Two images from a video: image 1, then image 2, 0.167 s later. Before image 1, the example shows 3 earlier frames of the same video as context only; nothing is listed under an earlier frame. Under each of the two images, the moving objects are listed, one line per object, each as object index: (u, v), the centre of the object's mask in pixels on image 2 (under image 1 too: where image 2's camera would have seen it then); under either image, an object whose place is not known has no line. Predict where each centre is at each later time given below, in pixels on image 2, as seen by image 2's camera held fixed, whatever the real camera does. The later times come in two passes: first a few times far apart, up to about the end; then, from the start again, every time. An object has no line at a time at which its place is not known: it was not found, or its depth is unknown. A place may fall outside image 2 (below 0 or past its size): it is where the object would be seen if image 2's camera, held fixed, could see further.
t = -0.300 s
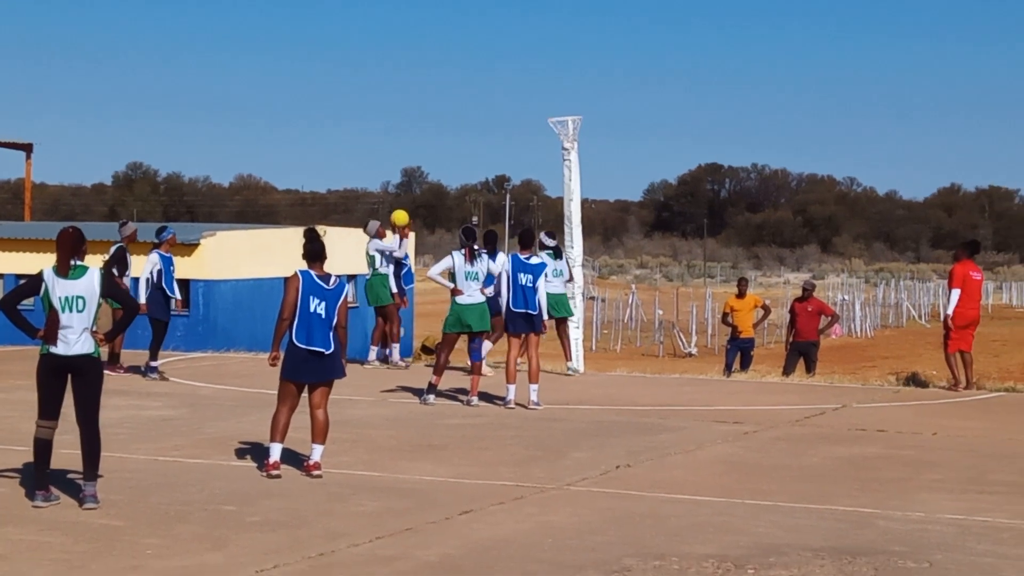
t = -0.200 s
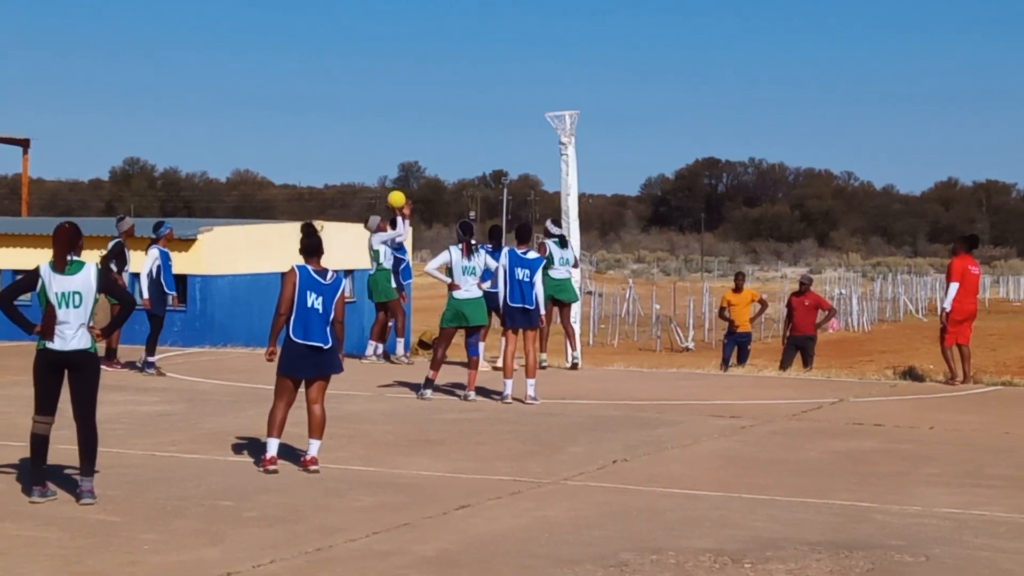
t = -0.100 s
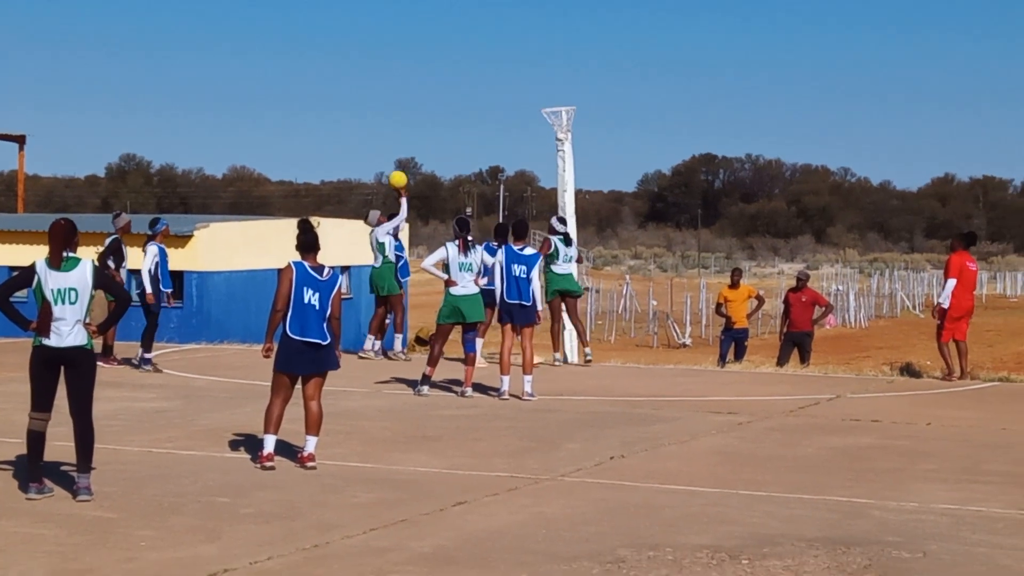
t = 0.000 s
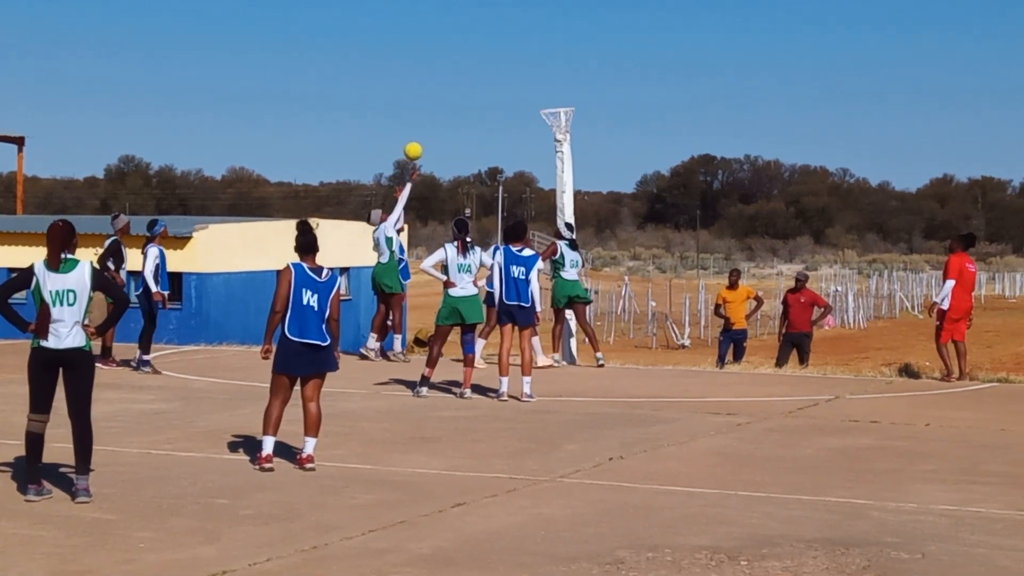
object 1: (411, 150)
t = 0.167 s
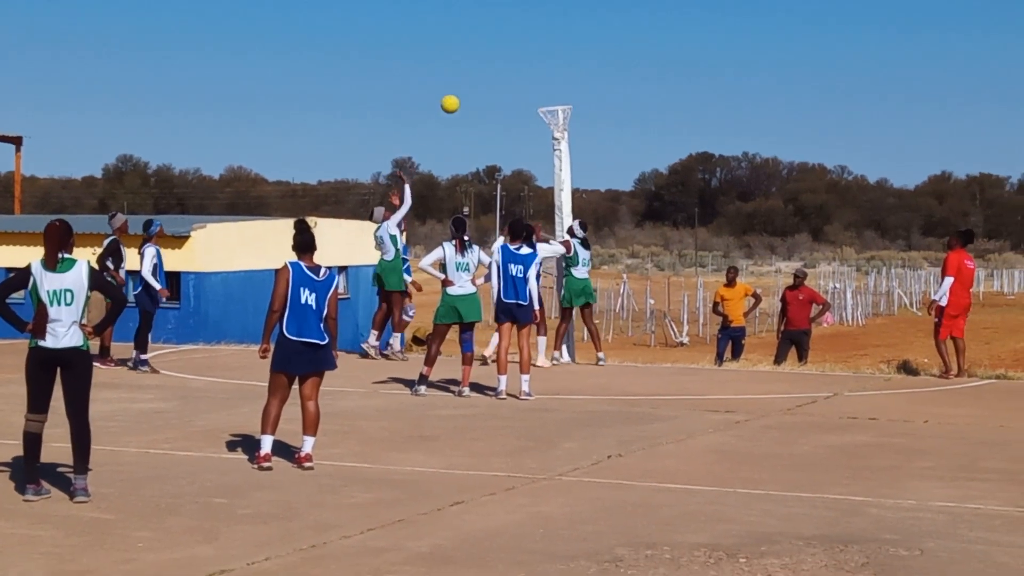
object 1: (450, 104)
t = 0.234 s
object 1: (465, 92)
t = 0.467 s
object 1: (520, 80)
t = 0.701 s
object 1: (554, 105)
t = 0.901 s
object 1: (555, 112)
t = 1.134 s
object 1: (548, 133)
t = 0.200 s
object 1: (458, 98)
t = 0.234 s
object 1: (465, 92)
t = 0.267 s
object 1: (473, 88)
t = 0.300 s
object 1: (481, 84)
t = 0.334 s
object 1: (489, 82)
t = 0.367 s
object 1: (496, 81)
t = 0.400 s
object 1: (505, 80)
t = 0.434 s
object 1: (512, 79)
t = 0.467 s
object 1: (520, 80)
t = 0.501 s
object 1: (527, 82)
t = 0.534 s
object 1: (535, 85)
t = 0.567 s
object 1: (543, 89)
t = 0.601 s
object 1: (551, 94)
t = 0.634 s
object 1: (558, 98)
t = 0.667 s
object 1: (561, 103)
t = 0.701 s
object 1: (554, 105)
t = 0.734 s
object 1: (547, 107)
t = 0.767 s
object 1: (547, 107)
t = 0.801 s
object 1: (549, 107)
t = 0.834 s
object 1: (551, 108)
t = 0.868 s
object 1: (553, 110)
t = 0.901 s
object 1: (555, 112)
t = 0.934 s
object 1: (556, 116)
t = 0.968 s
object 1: (557, 119)
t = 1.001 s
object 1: (555, 121)
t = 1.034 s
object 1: (552, 123)
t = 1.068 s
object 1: (551, 126)
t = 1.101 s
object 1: (549, 129)
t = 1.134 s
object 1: (548, 133)
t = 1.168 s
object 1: (546, 138)
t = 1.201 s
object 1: (545, 144)
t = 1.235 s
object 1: (543, 151)
